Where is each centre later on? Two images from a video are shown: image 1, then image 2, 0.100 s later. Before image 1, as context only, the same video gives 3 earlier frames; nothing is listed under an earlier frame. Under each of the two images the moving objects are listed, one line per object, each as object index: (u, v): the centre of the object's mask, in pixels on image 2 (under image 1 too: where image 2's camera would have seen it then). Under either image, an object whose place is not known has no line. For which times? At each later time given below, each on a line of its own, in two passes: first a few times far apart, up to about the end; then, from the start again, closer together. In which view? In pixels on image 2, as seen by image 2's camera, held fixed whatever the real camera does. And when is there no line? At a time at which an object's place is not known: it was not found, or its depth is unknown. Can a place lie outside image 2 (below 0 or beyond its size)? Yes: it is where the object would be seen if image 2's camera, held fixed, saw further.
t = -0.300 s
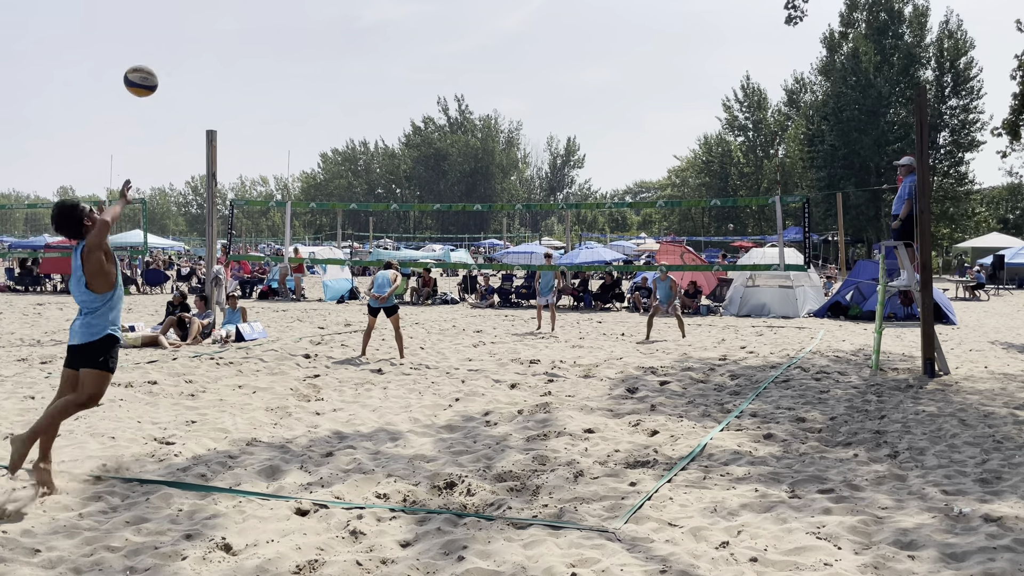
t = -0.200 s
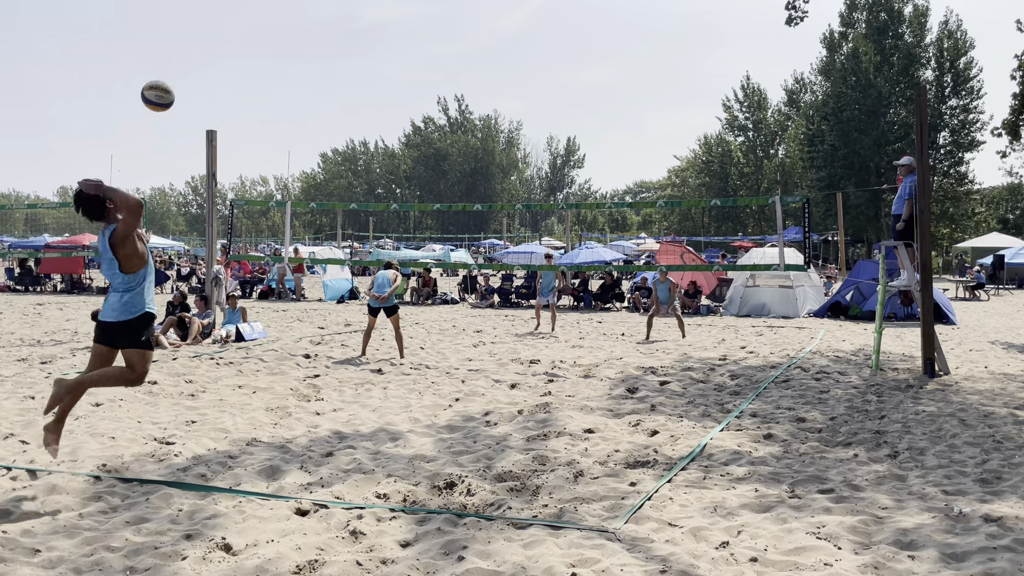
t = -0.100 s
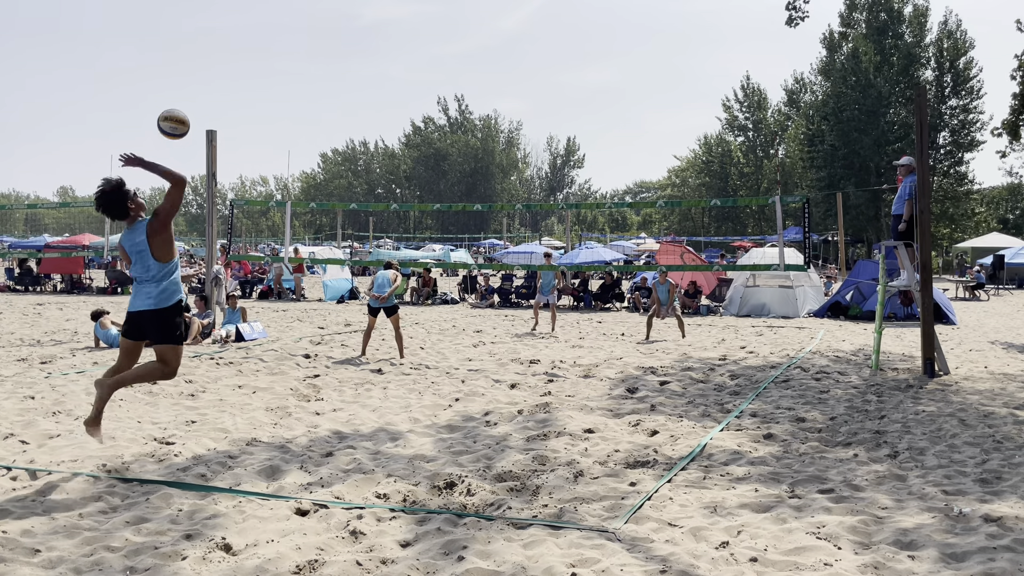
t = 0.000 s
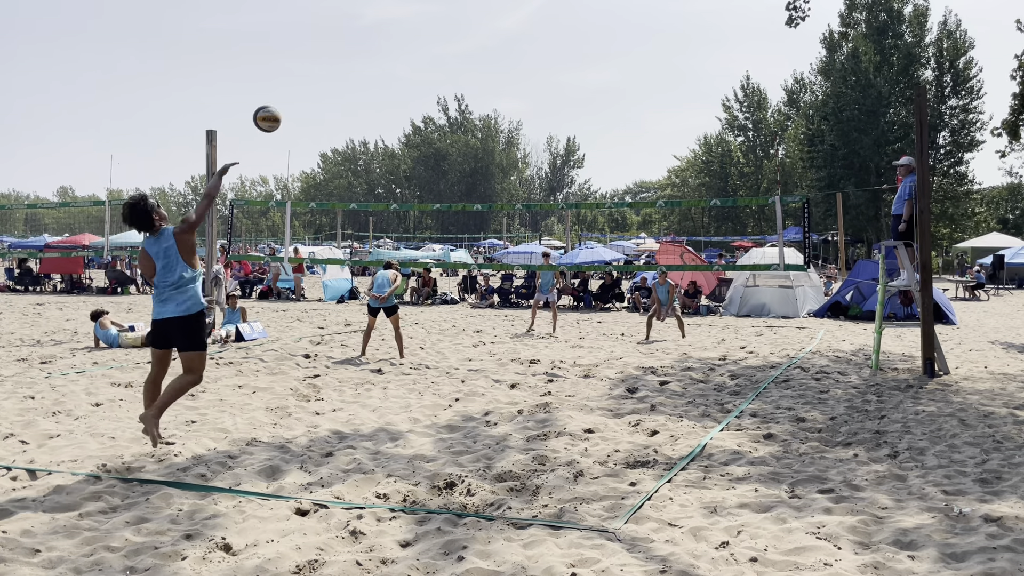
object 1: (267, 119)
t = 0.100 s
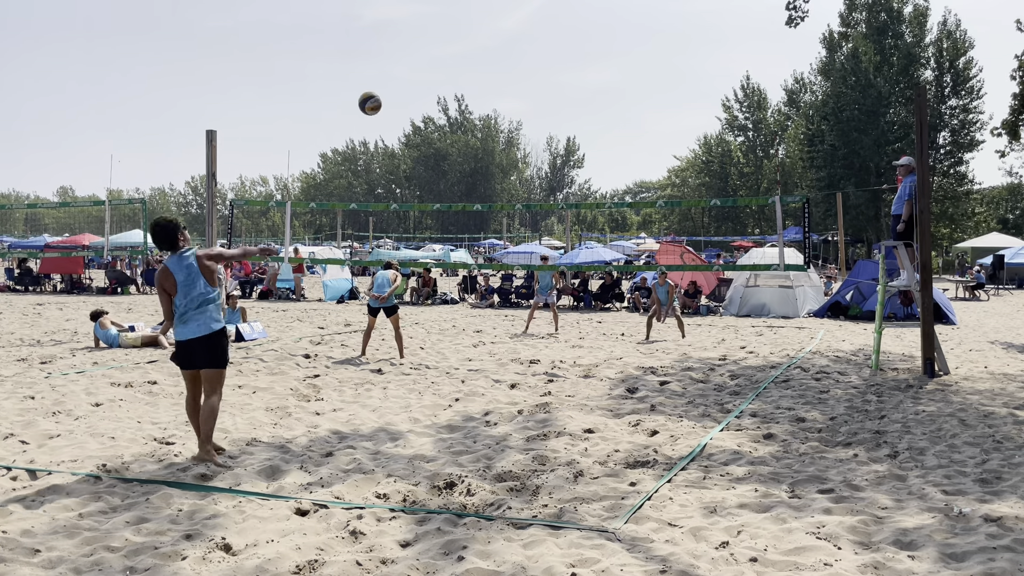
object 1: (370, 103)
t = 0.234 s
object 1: (463, 100)
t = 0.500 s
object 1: (570, 137)
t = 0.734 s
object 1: (620, 192)
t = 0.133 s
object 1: (397, 101)
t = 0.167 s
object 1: (422, 99)
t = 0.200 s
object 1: (444, 100)
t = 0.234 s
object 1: (463, 100)
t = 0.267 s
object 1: (482, 102)
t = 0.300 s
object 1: (498, 106)
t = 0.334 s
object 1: (514, 109)
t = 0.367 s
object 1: (527, 114)
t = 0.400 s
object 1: (539, 119)
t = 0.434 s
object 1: (551, 124)
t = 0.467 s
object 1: (561, 130)
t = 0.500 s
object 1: (570, 137)
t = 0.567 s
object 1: (587, 150)
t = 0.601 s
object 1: (594, 158)
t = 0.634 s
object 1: (601, 166)
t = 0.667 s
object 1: (607, 175)
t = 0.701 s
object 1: (614, 183)
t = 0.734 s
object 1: (620, 192)
